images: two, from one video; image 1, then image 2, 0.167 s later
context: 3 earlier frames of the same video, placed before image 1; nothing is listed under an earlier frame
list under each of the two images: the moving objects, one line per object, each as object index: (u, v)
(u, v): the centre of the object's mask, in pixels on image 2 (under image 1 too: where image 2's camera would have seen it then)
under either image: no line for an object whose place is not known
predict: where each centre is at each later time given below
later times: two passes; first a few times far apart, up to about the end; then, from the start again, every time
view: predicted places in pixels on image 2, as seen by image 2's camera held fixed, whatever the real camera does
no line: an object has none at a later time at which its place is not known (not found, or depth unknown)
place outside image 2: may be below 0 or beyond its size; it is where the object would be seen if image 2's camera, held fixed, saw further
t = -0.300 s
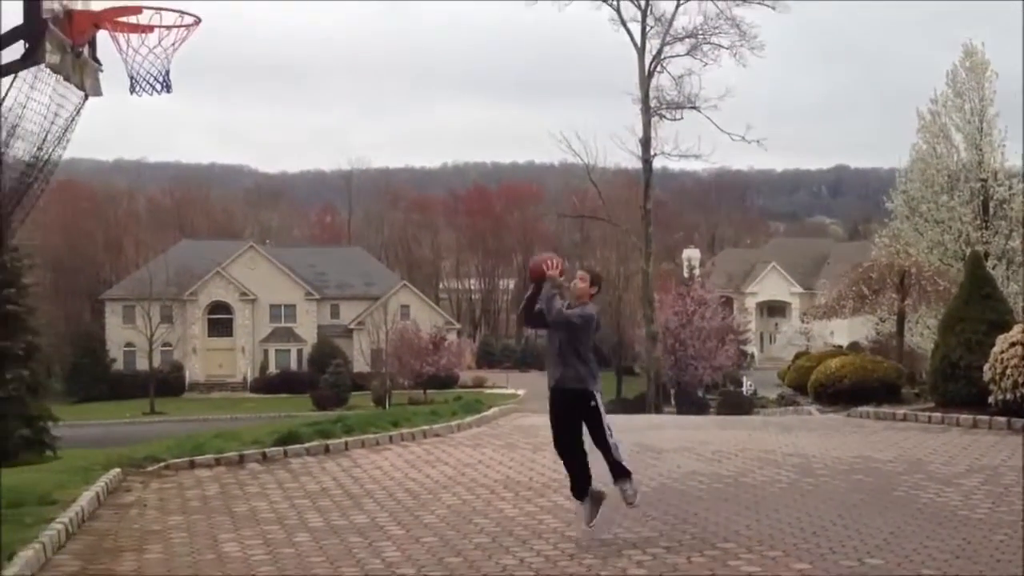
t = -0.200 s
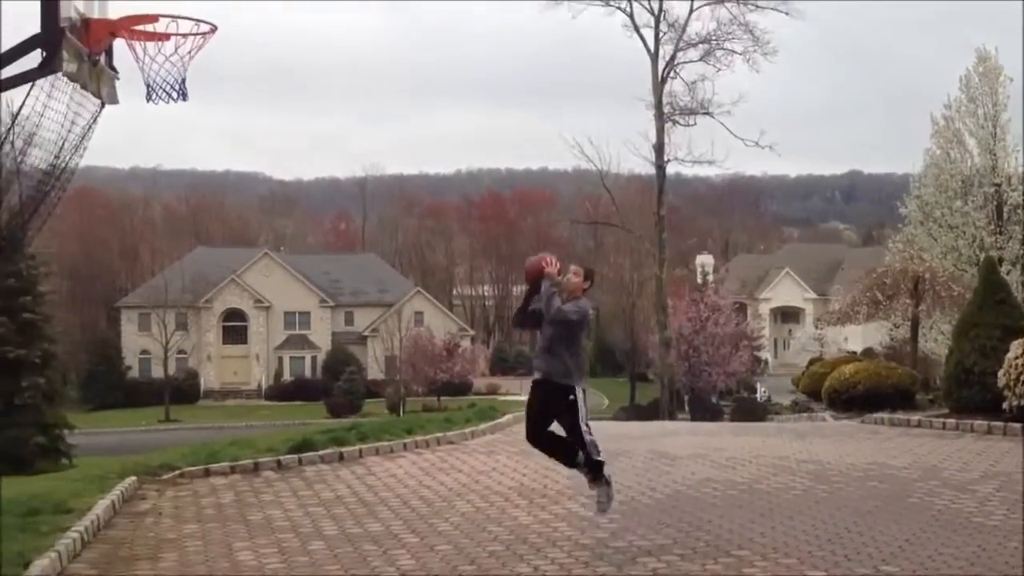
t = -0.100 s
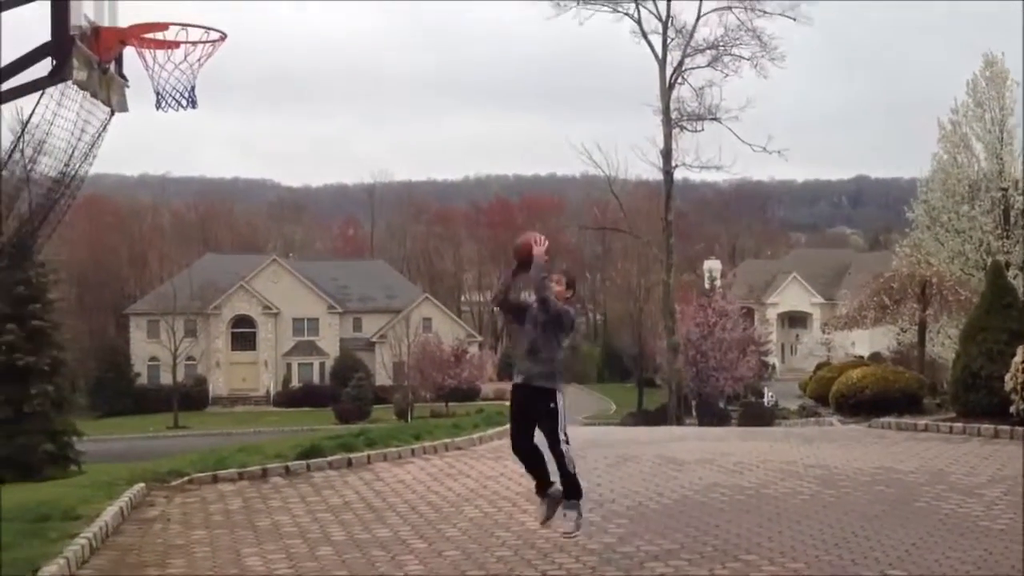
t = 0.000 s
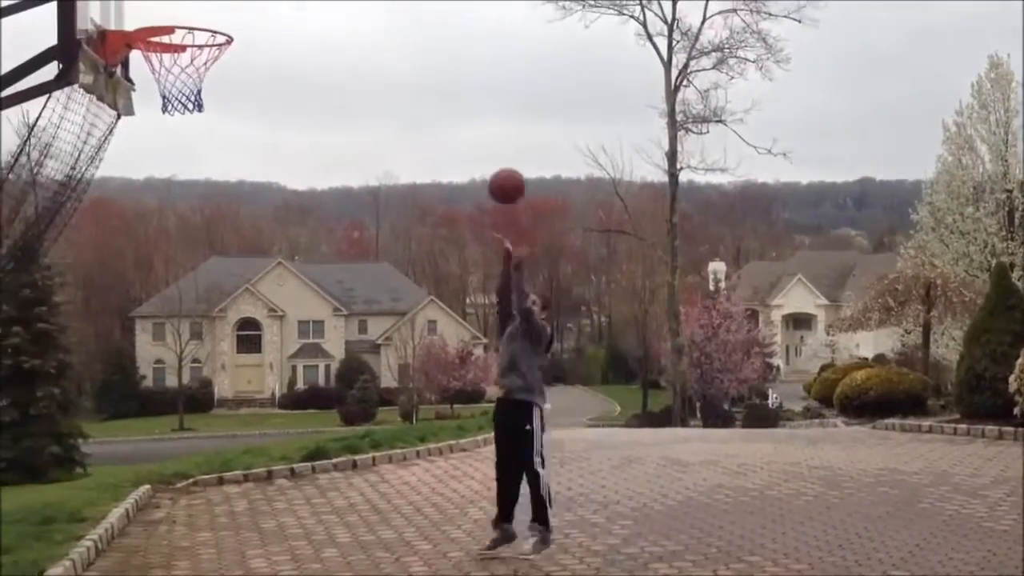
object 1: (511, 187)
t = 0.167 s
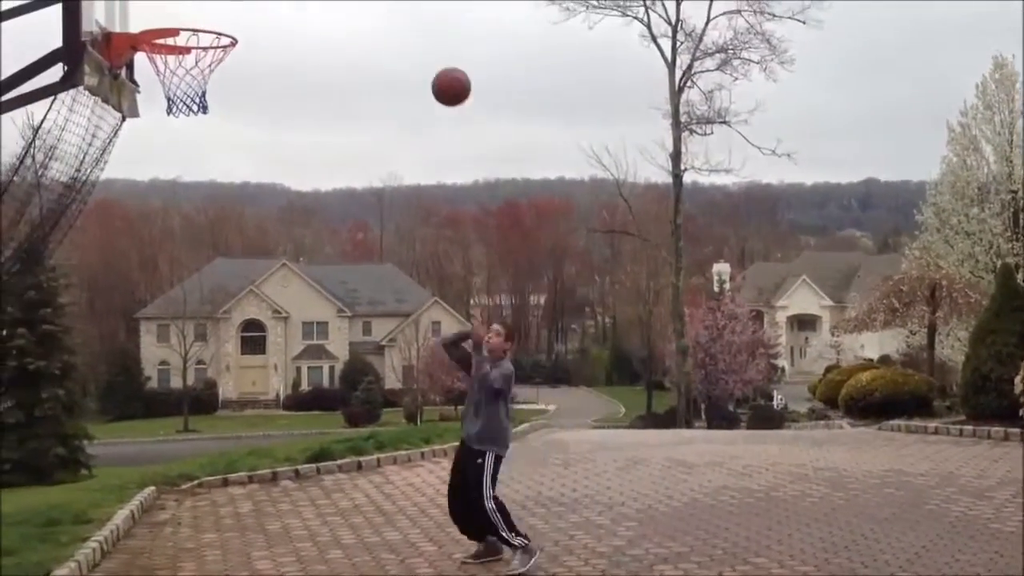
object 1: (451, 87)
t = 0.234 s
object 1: (425, 56)
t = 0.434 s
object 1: (334, 14)
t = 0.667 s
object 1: (237, 21)
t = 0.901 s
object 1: (205, 11)
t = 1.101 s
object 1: (173, 81)
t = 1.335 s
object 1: (153, 240)
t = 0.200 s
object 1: (438, 70)
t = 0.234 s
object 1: (425, 56)
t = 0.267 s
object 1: (412, 43)
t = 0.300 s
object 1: (399, 31)
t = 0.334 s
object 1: (386, 21)
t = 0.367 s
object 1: (370, 15)
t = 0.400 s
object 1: (351, 15)
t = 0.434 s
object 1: (334, 14)
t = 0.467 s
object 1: (320, 13)
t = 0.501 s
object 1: (304, 12)
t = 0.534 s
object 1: (289, 11)
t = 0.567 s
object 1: (278, 10)
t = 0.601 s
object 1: (267, 11)
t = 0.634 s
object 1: (252, 13)
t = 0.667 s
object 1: (237, 21)
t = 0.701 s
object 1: (233, 13)
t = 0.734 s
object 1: (229, 10)
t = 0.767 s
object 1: (225, 7)
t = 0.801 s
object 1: (220, 7)
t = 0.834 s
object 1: (214, 7)
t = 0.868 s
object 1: (209, 8)
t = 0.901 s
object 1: (205, 11)
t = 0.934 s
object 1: (199, 16)
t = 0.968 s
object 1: (195, 23)
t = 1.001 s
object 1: (189, 34)
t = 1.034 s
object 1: (185, 51)
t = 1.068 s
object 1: (177, 65)
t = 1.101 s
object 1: (173, 81)
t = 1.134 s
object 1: (170, 96)
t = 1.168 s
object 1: (167, 114)
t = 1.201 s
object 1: (164, 134)
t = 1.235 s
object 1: (160, 158)
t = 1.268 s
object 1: (157, 184)
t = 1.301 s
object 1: (154, 212)
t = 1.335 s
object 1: (153, 240)
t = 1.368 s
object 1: (150, 271)
